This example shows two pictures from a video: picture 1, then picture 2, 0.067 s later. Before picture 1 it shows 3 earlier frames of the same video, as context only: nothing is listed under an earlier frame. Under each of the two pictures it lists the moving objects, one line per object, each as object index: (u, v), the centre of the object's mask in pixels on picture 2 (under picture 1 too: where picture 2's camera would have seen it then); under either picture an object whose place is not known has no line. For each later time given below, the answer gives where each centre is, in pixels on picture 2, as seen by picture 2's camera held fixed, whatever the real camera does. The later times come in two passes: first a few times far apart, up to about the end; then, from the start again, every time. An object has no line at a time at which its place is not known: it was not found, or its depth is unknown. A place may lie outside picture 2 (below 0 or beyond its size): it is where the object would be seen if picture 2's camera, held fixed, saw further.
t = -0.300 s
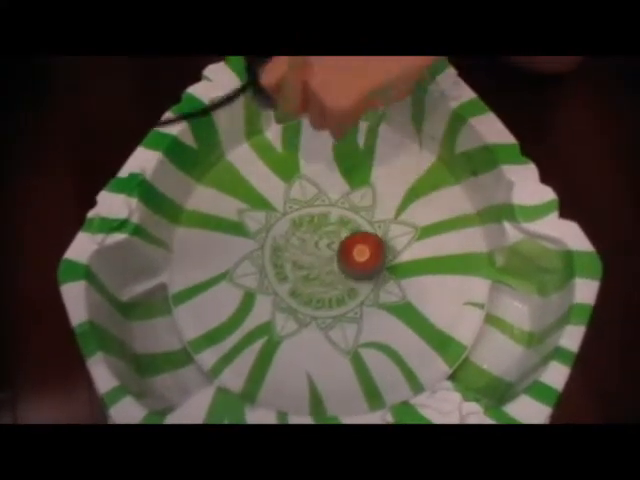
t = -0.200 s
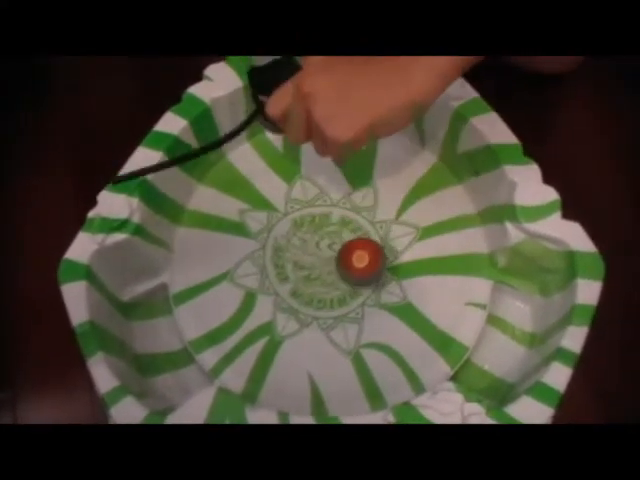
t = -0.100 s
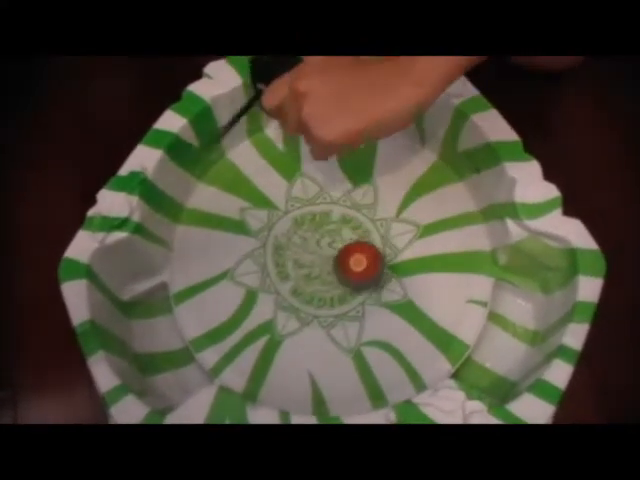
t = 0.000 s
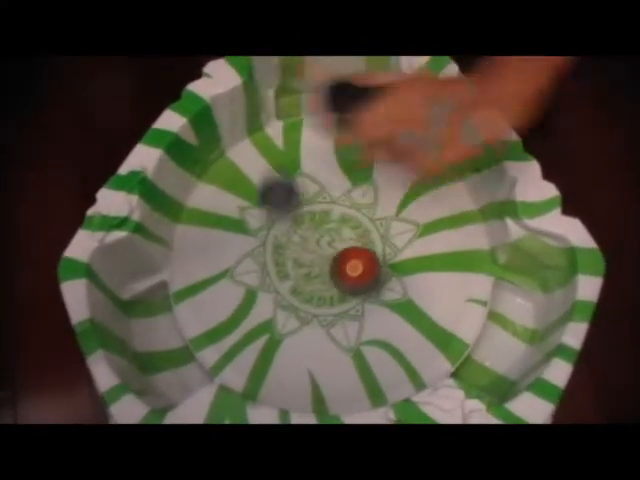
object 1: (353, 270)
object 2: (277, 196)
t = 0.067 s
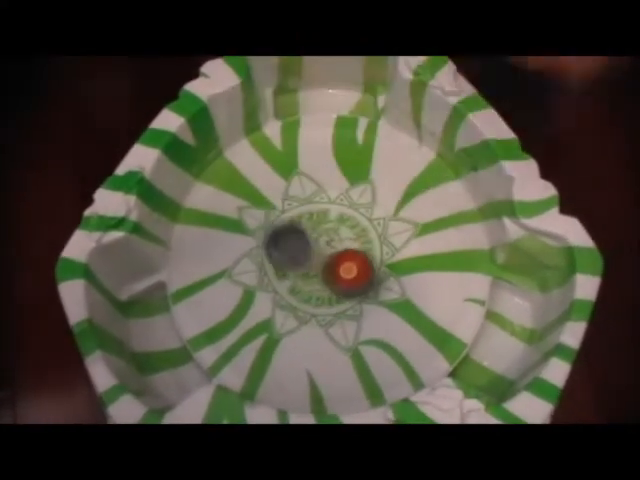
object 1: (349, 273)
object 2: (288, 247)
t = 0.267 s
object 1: (338, 274)
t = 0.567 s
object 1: (328, 291)
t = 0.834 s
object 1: (329, 293)
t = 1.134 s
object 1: (317, 281)
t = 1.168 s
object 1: (315, 281)
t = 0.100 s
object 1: (346, 274)
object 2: (296, 276)
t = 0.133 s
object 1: (344, 275)
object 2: (306, 313)
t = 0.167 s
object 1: (342, 275)
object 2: (315, 353)
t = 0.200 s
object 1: (341, 276)
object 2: (322, 371)
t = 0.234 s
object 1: (340, 276)
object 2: (331, 389)
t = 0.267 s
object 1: (338, 274)
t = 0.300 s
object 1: (336, 274)
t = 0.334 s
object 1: (334, 278)
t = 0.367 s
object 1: (332, 280)
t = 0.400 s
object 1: (331, 281)
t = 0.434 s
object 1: (330, 284)
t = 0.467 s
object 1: (328, 286)
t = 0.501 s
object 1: (328, 288)
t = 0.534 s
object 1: (328, 289)
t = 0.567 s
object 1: (328, 291)
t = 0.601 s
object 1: (328, 293)
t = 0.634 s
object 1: (328, 294)
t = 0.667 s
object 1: (328, 294)
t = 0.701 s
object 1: (328, 294)
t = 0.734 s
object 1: (329, 294)
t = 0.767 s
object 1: (329, 294)
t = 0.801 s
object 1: (329, 294)
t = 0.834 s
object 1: (329, 293)
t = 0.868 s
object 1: (329, 292)
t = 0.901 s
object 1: (329, 291)
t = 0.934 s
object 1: (328, 289)
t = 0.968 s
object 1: (328, 287)
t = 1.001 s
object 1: (326, 285)
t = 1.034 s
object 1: (325, 284)
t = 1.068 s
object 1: (323, 283)
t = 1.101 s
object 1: (321, 282)
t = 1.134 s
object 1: (317, 281)
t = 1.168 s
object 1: (315, 281)
